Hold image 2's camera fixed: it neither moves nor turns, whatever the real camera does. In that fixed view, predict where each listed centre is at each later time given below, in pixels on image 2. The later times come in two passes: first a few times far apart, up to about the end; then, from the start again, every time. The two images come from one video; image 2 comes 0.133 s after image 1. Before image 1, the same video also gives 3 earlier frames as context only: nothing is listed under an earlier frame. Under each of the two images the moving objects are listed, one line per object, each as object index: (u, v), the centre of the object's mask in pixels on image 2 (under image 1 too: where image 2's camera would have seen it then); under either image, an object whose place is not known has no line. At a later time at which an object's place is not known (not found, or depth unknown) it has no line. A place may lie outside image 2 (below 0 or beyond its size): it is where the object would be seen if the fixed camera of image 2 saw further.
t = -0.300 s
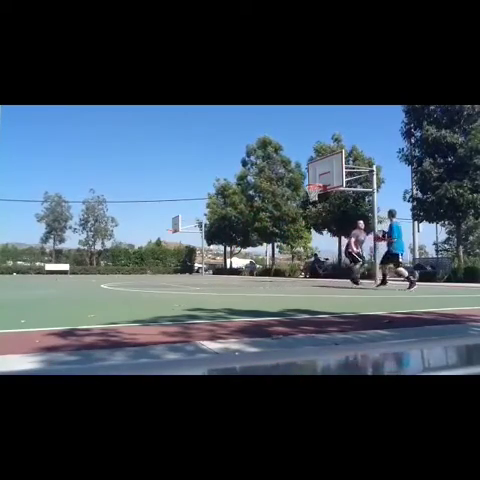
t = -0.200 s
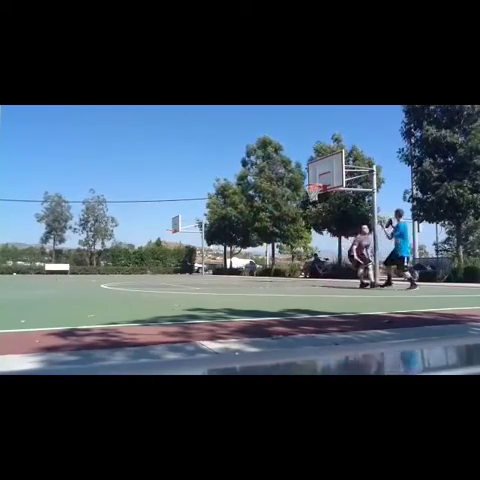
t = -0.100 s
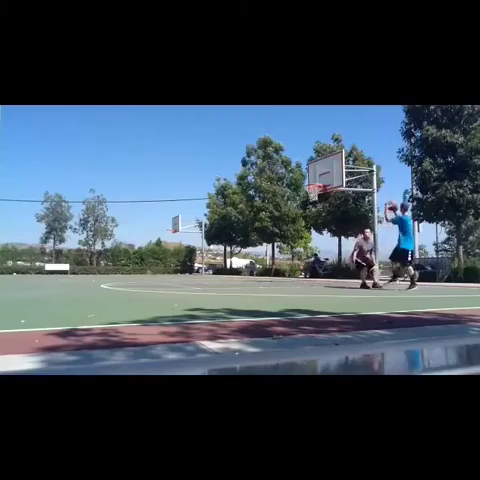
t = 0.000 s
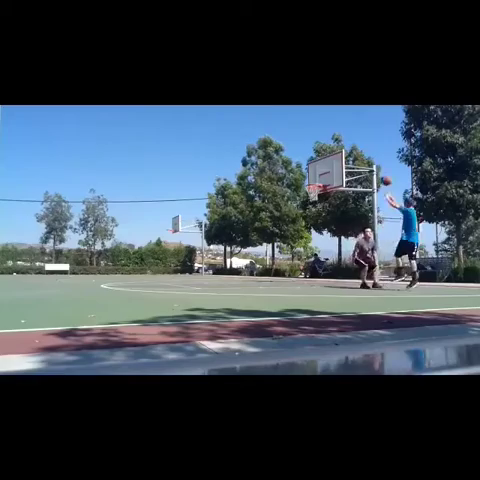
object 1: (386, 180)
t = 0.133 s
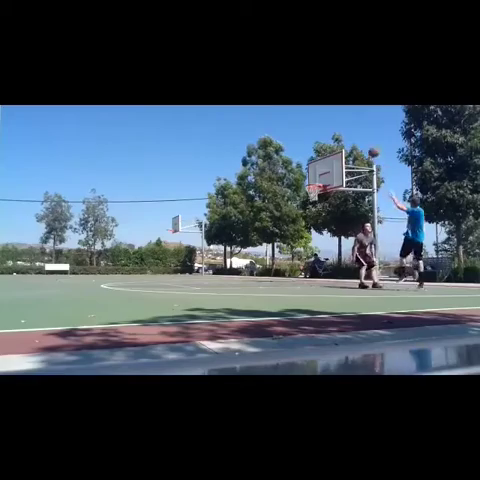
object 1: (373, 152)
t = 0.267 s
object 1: (362, 135)
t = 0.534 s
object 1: (344, 124)
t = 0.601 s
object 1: (340, 126)
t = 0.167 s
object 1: (370, 148)
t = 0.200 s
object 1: (367, 143)
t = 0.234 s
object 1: (365, 138)
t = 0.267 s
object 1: (362, 135)
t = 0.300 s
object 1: (359, 132)
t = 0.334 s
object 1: (357, 130)
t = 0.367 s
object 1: (355, 128)
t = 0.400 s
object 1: (352, 126)
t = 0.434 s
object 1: (350, 125)
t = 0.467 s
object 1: (348, 124)
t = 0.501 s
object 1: (346, 124)
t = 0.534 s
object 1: (344, 124)
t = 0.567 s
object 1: (342, 125)
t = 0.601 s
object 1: (340, 126)
